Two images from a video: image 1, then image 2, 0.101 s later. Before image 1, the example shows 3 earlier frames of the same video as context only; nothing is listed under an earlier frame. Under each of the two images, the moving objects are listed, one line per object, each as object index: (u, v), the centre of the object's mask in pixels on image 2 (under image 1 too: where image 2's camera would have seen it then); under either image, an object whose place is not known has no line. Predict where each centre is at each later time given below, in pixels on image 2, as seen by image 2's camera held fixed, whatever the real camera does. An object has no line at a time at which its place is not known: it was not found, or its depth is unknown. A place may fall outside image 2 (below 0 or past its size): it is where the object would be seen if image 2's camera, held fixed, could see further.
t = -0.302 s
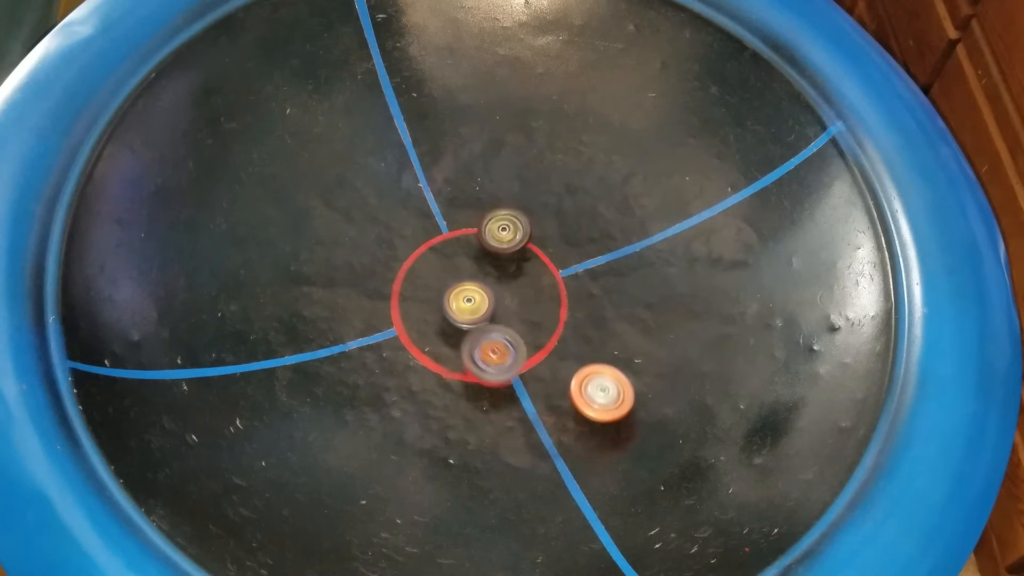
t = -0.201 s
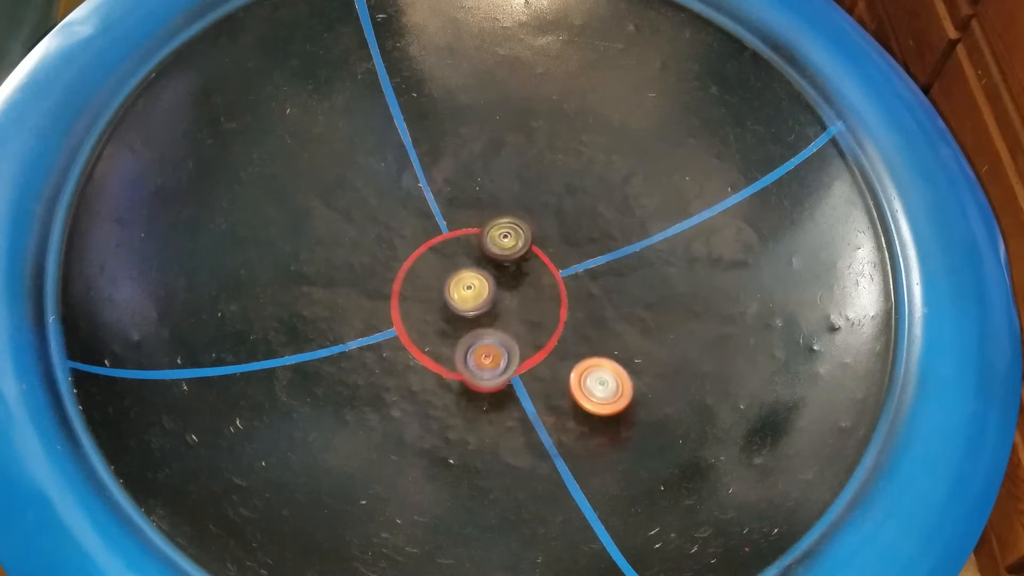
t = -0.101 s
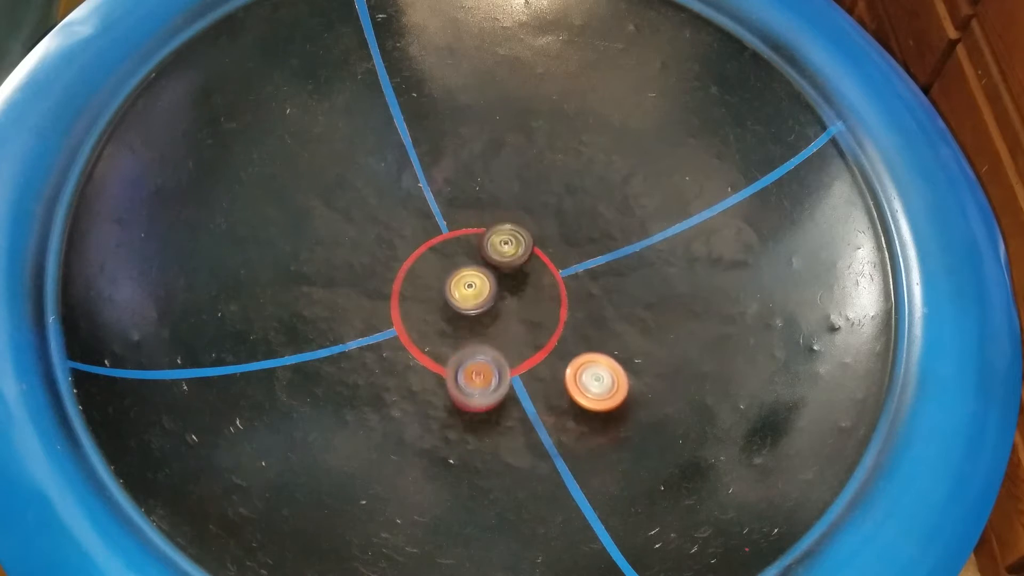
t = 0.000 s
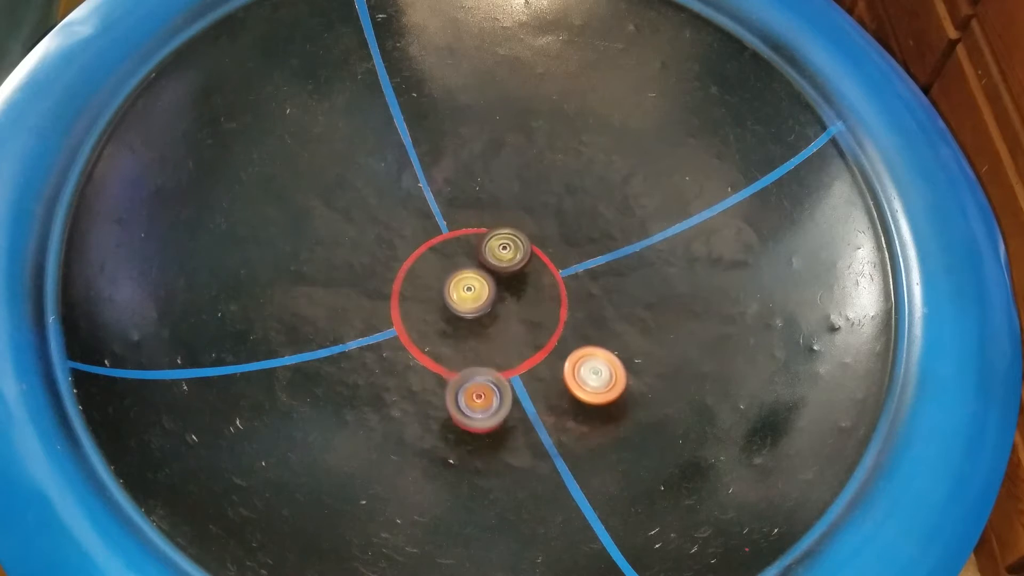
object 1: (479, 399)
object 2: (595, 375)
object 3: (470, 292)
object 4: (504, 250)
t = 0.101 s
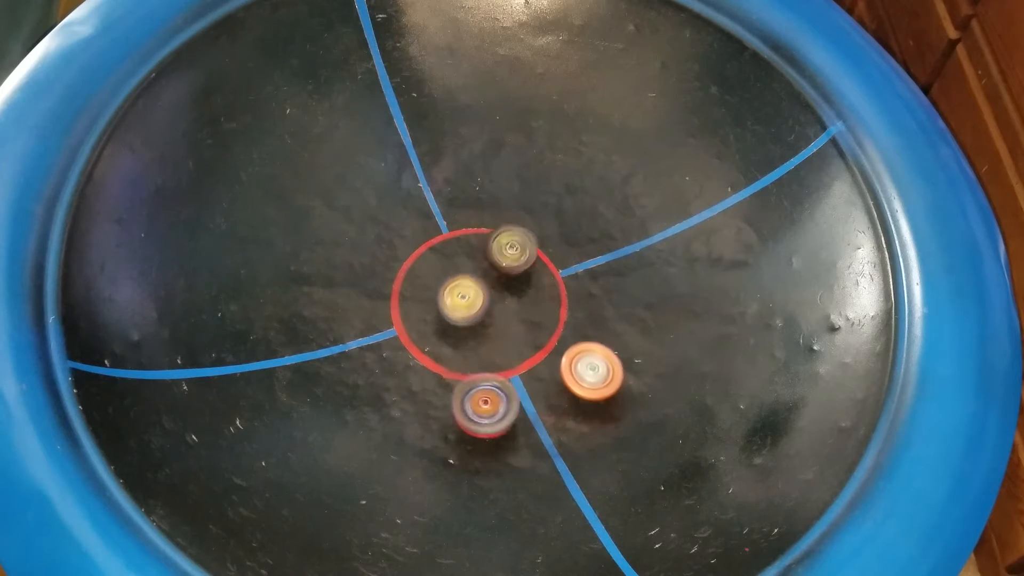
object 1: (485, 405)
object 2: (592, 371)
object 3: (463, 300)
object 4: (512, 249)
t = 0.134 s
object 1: (488, 407)
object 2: (591, 368)
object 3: (461, 303)
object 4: (515, 245)
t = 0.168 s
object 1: (492, 408)
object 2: (590, 366)
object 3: (460, 304)
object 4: (520, 242)
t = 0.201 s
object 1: (496, 407)
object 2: (590, 364)
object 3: (459, 305)
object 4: (523, 238)
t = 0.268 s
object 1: (498, 404)
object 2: (589, 359)
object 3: (458, 308)
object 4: (532, 234)
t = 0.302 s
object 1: (497, 402)
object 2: (588, 357)
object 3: (458, 310)
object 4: (536, 232)
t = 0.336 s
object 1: (495, 399)
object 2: (588, 354)
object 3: (458, 311)
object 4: (539, 230)
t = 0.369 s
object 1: (493, 396)
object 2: (588, 352)
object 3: (458, 312)
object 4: (544, 229)
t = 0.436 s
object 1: (490, 387)
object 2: (590, 349)
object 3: (459, 314)
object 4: (550, 228)
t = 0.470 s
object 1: (488, 383)
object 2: (591, 348)
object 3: (459, 315)
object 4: (553, 228)
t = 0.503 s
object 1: (484, 378)
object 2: (592, 347)
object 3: (460, 316)
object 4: (555, 227)
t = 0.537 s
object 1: (479, 376)
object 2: (594, 345)
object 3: (461, 317)
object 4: (558, 228)
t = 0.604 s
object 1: (470, 378)
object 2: (596, 344)
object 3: (465, 319)
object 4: (559, 231)
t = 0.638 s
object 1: (466, 377)
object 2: (598, 344)
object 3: (466, 319)
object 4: (561, 234)
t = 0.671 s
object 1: (461, 375)
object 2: (599, 344)
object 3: (467, 319)
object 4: (560, 238)
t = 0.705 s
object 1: (458, 372)
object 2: (601, 344)
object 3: (468, 319)
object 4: (559, 241)
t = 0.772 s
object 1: (450, 373)
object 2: (602, 343)
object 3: (472, 314)
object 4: (558, 248)
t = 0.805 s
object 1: (449, 375)
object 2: (603, 343)
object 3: (475, 313)
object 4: (558, 252)
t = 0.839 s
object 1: (446, 380)
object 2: (604, 342)
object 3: (476, 312)
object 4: (555, 258)
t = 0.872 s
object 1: (441, 384)
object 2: (605, 342)
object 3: (478, 312)
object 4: (554, 263)
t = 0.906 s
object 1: (435, 388)
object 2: (606, 342)
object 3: (479, 311)
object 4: (552, 268)
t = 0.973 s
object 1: (427, 397)
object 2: (608, 342)
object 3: (481, 309)
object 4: (549, 280)
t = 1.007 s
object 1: (426, 403)
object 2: (609, 342)
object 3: (482, 307)
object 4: (545, 286)
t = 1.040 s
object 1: (427, 408)
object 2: (610, 341)
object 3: (484, 307)
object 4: (543, 292)
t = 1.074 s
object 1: (431, 413)
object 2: (611, 341)
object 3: (481, 306)
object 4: (544, 296)
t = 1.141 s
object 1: (441, 420)
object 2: (612, 341)
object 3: (475, 307)
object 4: (545, 305)
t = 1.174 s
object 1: (444, 423)
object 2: (613, 340)
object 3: (475, 306)
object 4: (546, 309)
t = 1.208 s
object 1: (450, 426)
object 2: (614, 339)
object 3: (473, 306)
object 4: (547, 314)
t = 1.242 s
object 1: (457, 425)
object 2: (616, 339)
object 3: (472, 306)
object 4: (547, 318)
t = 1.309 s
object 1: (469, 419)
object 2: (618, 339)
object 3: (469, 307)
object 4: (545, 327)
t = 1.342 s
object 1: (473, 415)
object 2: (618, 338)
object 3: (467, 307)
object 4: (544, 331)
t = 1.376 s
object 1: (478, 411)
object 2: (618, 336)
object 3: (464, 306)
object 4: (544, 336)
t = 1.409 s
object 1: (483, 405)
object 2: (618, 336)
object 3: (463, 305)
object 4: (541, 341)
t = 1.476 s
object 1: (489, 390)
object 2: (617, 337)
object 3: (462, 304)
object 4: (536, 347)
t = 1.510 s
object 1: (485, 385)
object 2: (616, 337)
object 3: (461, 305)
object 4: (541, 348)
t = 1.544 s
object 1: (476, 385)
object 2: (616, 338)
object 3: (460, 305)
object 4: (545, 346)
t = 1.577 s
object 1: (469, 386)
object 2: (615, 338)
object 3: (459, 306)
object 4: (549, 345)
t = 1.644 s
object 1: (453, 387)
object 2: (614, 338)
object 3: (457, 307)
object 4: (552, 346)
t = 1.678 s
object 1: (446, 385)
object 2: (616, 338)
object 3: (457, 308)
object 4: (554, 342)
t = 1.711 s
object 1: (439, 383)
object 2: (618, 338)
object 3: (456, 309)
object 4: (555, 341)
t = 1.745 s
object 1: (431, 381)
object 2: (618, 339)
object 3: (456, 310)
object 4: (555, 341)
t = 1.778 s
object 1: (423, 380)
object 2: (617, 338)
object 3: (455, 311)
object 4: (553, 341)
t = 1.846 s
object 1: (412, 376)
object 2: (618, 337)
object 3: (455, 313)
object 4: (551, 339)
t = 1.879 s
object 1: (410, 375)
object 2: (618, 337)
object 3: (455, 314)
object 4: (550, 338)
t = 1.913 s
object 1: (406, 374)
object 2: (618, 336)
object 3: (455, 315)
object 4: (548, 336)
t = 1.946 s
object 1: (401, 373)
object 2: (617, 336)
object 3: (456, 317)
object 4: (549, 334)
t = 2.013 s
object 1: (393, 369)
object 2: (616, 337)
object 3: (457, 319)
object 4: (546, 332)
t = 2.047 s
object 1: (389, 367)
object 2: (615, 337)
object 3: (458, 320)
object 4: (547, 329)
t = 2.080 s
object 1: (384, 367)
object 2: (613, 338)
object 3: (459, 320)
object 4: (548, 328)
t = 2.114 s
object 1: (380, 366)
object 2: (613, 338)
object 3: (460, 321)
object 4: (546, 327)
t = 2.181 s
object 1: (380, 362)
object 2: (612, 339)
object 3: (462, 322)
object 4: (545, 325)
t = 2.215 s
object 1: (381, 358)
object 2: (611, 339)
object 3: (463, 322)
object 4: (543, 324)
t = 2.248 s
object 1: (384, 354)
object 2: (611, 339)
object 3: (465, 322)
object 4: (543, 322)
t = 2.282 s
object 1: (389, 351)
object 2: (609, 338)
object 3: (466, 322)
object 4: (545, 322)
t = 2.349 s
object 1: (395, 347)
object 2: (608, 339)
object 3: (469, 322)
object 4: (545, 322)
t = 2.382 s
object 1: (398, 345)
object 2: (607, 338)
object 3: (470, 322)
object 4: (547, 321)
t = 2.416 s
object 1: (401, 344)
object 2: (609, 339)
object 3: (472, 322)
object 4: (545, 320)
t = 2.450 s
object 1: (403, 342)
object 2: (610, 340)
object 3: (473, 321)
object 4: (544, 319)
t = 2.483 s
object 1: (404, 340)
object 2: (611, 340)
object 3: (474, 321)
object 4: (544, 319)
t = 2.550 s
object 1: (413, 333)
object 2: (610, 340)
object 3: (477, 319)
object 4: (541, 316)
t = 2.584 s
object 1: (419, 329)
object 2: (610, 340)
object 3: (478, 318)
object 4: (543, 315)
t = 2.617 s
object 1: (420, 328)
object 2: (609, 339)
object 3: (482, 318)
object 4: (543, 315)
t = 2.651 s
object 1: (418, 328)
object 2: (608, 339)
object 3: (481, 317)
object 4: (554, 312)
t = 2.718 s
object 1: (405, 325)
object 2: (612, 342)
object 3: (479, 319)
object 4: (566, 306)
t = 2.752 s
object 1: (397, 325)
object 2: (614, 343)
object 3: (479, 318)
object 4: (574, 304)
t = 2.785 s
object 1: (391, 326)
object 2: (615, 344)
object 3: (478, 317)
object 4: (579, 301)
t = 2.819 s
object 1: (383, 327)
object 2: (616, 345)
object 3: (478, 317)
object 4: (587, 298)
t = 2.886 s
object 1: (373, 329)
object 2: (619, 346)
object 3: (476, 316)
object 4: (601, 295)
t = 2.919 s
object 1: (368, 329)
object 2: (621, 345)
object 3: (476, 316)
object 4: (607, 295)
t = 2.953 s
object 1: (363, 329)
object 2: (622, 346)
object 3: (475, 316)
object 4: (611, 294)
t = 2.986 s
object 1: (359, 328)
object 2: (623, 346)
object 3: (474, 316)
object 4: (618, 292)
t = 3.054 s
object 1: (350, 326)
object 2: (625, 347)
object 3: (472, 316)
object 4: (634, 292)
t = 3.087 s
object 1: (346, 324)
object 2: (625, 348)
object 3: (471, 316)
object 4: (638, 293)
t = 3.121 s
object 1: (343, 324)
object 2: (624, 349)
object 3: (470, 316)
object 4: (641, 291)
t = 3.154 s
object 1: (342, 326)
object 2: (623, 350)
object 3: (470, 316)
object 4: (646, 289)
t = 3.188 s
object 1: (343, 329)
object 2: (622, 351)
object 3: (469, 316)
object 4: (652, 289)
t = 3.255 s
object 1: (350, 331)
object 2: (618, 353)
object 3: (468, 317)
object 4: (655, 289)
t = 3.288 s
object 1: (354, 328)
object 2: (616, 354)
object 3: (468, 317)
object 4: (654, 286)
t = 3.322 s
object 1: (357, 326)
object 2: (613, 354)
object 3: (468, 318)
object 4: (656, 284)
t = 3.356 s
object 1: (361, 327)
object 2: (611, 355)
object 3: (468, 319)
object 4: (655, 283)
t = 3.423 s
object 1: (372, 328)
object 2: (607, 355)
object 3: (468, 321)
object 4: (644, 281)
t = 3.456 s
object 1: (380, 329)
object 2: (604, 355)
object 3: (467, 322)
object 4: (641, 280)
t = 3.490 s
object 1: (386, 329)
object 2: (603, 354)
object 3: (466, 322)
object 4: (638, 279)
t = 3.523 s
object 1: (393, 327)
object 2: (601, 353)
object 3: (466, 322)
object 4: (633, 278)
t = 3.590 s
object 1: (404, 326)
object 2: (598, 351)
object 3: (467, 322)
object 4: (619, 274)
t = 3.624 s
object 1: (406, 326)
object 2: (596, 351)
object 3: (471, 321)
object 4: (615, 272)
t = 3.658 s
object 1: (407, 327)
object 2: (594, 351)
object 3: (473, 320)
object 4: (610, 269)
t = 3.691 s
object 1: (409, 328)
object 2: (592, 349)
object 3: (474, 320)
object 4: (604, 266)
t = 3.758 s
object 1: (413, 327)
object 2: (589, 347)
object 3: (477, 319)
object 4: (595, 258)
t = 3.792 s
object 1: (417, 326)
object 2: (587, 345)
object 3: (478, 319)
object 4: (594, 257)
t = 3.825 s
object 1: (418, 326)
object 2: (585, 344)
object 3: (480, 318)
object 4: (589, 252)
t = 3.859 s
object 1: (417, 327)
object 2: (584, 341)
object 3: (483, 317)
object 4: (585, 247)
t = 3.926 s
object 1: (411, 329)
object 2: (582, 337)
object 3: (486, 314)
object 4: (583, 241)
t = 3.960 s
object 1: (409, 330)
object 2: (581, 334)
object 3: (487, 313)
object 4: (580, 238)
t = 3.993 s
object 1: (408, 331)
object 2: (579, 331)
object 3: (488, 312)
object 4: (576, 233)
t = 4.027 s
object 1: (407, 332)
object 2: (577, 329)
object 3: (488, 311)
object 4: (577, 229)
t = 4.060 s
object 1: (407, 333)
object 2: (575, 325)
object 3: (488, 311)
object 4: (579, 229)
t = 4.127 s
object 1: (406, 335)
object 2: (574, 319)
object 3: (488, 309)
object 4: (578, 225)
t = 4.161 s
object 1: (406, 338)
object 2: (573, 316)
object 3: (488, 308)
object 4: (579, 221)
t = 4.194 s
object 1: (403, 341)
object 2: (573, 313)
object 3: (488, 307)
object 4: (583, 221)
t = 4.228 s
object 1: (401, 345)
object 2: (572, 312)
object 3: (487, 306)
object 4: (585, 222)
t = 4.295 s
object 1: (405, 351)
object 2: (568, 304)
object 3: (487, 306)
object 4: (582, 219)
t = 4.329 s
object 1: (409, 354)
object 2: (568, 302)
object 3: (487, 305)
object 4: (584, 219)
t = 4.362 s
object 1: (414, 356)
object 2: (568, 301)
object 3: (486, 305)
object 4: (587, 220)
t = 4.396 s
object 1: (420, 356)
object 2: (568, 299)
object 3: (485, 305)
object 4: (586, 223)
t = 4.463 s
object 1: (429, 353)
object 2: (568, 297)
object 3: (484, 306)
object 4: (582, 224)
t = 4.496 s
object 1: (432, 351)
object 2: (569, 295)
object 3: (483, 307)
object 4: (582, 225)
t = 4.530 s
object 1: (436, 350)
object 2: (570, 294)
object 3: (482, 308)
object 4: (582, 227)
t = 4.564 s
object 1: (439, 350)
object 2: (572, 293)
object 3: (481, 309)
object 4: (579, 229)
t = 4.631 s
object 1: (441, 357)
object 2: (573, 290)
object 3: (481, 308)
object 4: (574, 231)
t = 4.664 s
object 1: (437, 369)
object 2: (574, 290)
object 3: (487, 295)
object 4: (573, 233)
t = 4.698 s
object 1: (435, 379)
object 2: (576, 289)
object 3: (492, 284)
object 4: (568, 234)
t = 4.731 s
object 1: (433, 385)
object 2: (577, 289)
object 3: (494, 276)
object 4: (562, 235)
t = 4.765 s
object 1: (431, 391)
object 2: (579, 288)
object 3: (496, 272)
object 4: (555, 236)
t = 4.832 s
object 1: (426, 401)
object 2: (582, 288)
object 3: (496, 270)
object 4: (551, 238)
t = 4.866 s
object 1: (426, 406)
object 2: (583, 287)
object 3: (496, 269)
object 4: (546, 238)
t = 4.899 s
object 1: (425, 412)
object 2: (585, 287)
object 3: (496, 268)
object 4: (541, 237)
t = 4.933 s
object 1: (422, 417)
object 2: (586, 287)
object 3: (494, 268)
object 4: (537, 235)
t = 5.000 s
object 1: (420, 427)
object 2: (588, 287)
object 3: (491, 269)
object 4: (536, 231)
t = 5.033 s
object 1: (420, 431)
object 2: (590, 287)
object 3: (490, 270)
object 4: (534, 228)
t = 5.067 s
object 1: (422, 434)
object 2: (591, 287)
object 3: (489, 270)
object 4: (532, 224)
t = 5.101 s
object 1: (429, 437)
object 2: (593, 287)
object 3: (487, 271)
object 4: (533, 221)
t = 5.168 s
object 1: (441, 439)
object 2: (595, 288)
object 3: (486, 272)
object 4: (536, 220)
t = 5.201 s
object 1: (447, 437)
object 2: (597, 289)
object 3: (485, 273)
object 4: (533, 218)
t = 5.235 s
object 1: (449, 434)
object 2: (598, 290)
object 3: (484, 275)
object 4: (530, 215)
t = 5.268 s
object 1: (452, 429)
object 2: (598, 291)
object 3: (483, 277)
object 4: (531, 214)
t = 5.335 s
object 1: (459, 419)
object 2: (599, 293)
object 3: (482, 281)
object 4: (532, 215)
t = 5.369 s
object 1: (460, 414)
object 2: (599, 294)
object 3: (481, 285)
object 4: (527, 215)
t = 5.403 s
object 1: (463, 410)
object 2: (599, 295)
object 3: (480, 288)
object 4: (524, 214)
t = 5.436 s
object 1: (466, 404)
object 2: (599, 297)
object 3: (479, 292)
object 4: (524, 215)
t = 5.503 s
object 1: (472, 395)
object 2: (598, 299)
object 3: (480, 301)
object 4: (523, 219)
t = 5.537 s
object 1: (475, 390)
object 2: (597, 299)
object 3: (482, 307)
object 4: (518, 219)
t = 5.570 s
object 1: (479, 385)
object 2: (597, 300)
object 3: (483, 313)
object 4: (516, 220)
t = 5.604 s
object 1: (484, 382)
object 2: (596, 301)
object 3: (483, 317)
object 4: (513, 220)
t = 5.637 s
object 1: (488, 379)
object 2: (595, 302)
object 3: (485, 320)
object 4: (512, 220)
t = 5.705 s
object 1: (495, 379)
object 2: (593, 304)
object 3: (488, 319)
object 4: (506, 220)
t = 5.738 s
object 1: (500, 385)
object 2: (592, 304)
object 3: (489, 313)
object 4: (500, 219)
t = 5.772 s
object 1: (503, 388)
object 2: (591, 305)
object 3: (492, 311)
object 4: (496, 219)
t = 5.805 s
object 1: (508, 390)
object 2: (589, 305)
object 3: (494, 311)
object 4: (495, 218)
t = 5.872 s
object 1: (519, 398)
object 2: (586, 305)
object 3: (497, 310)
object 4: (492, 218)
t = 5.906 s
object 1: (522, 403)
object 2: (585, 305)
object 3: (497, 310)
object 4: (487, 218)
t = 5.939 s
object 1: (526, 408)
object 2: (583, 305)
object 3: (498, 310)
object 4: (482, 216)
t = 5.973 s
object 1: (529, 410)
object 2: (581, 304)
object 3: (499, 310)
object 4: (479, 215)
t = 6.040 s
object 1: (536, 419)
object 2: (578, 303)
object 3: (499, 310)
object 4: (479, 215)
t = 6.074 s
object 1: (537, 425)
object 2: (576, 303)
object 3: (499, 310)
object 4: (478, 216)
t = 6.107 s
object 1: (539, 427)
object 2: (574, 302)
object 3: (499, 310)
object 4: (474, 216)
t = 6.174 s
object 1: (542, 430)
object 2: (572, 301)
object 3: (499, 310)
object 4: (469, 216)
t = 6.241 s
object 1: (549, 436)
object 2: (568, 300)
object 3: (498, 311)
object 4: (467, 216)
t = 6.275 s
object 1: (554, 437)
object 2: (566, 299)
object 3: (498, 312)
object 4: (469, 218)
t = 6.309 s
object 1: (558, 436)
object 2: (565, 299)
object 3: (497, 312)
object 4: (466, 221)
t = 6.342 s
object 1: (561, 432)
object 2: (563, 299)
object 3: (497, 313)
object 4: (461, 223)
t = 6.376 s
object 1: (564, 428)
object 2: (561, 298)
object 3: (496, 314)
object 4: (454, 224)
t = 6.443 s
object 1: (566, 421)
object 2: (556, 296)
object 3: (496, 316)
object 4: (453, 226)
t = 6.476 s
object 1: (564, 419)
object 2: (554, 295)
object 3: (496, 317)
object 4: (454, 228)
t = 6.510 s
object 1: (561, 416)
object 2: (553, 294)
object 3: (495, 319)
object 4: (452, 231)
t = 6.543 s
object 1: (560, 411)
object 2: (551, 293)
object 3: (495, 320)
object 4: (447, 235)
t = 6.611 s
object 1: (558, 401)
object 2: (548, 291)
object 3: (497, 324)
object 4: (440, 236)
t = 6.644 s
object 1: (556, 396)
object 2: (547, 291)
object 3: (498, 327)
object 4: (440, 238)
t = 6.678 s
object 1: (557, 392)
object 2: (546, 290)
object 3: (498, 328)
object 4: (440, 239)
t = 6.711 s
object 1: (558, 387)
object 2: (545, 290)
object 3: (499, 329)
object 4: (439, 241)
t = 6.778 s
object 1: (559, 380)
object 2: (544, 289)
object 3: (502, 331)
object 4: (426, 245)
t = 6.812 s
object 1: (559, 375)
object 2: (544, 288)
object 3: (502, 332)
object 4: (421, 246)
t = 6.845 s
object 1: (559, 370)
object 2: (543, 287)
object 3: (504, 332)
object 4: (419, 245)
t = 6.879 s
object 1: (561, 366)
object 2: (543, 287)
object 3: (505, 332)
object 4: (418, 247)
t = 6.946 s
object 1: (563, 358)
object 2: (544, 286)
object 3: (507, 333)
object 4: (411, 251)
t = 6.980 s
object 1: (565, 356)
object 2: (544, 286)
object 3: (508, 332)
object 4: (406, 252)
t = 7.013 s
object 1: (566, 353)
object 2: (544, 285)
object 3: (508, 332)
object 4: (402, 253)
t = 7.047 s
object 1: (570, 348)
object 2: (544, 285)
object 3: (508, 332)
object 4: (399, 254)
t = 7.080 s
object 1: (575, 346)
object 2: (545, 285)
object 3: (508, 332)
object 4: (397, 253)
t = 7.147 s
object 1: (584, 342)
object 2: (546, 285)
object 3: (508, 332)
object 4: (395, 254)
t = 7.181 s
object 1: (588, 340)
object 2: (547, 285)
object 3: (508, 332)
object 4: (394, 256)
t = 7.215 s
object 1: (591, 338)
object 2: (548, 286)
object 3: (507, 333)
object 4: (393, 258)
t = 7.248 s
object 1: (597, 337)
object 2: (549, 286)
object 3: (507, 333)
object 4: (391, 259)
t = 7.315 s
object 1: (604, 337)
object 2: (550, 287)
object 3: (506, 334)
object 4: (387, 260)
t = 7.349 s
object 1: (609, 337)
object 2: (551, 288)
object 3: (505, 335)
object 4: (386, 261)
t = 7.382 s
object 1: (612, 337)
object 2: (552, 288)
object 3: (504, 335)
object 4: (388, 261)
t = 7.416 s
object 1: (616, 336)
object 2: (553, 289)
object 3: (503, 337)
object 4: (390, 264)
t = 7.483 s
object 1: (621, 335)
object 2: (554, 291)
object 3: (502, 338)
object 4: (389, 268)
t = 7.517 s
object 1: (624, 333)
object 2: (554, 293)
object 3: (502, 338)
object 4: (388, 271)
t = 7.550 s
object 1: (627, 332)
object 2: (554, 294)
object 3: (502, 340)
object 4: (387, 273)
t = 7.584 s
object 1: (629, 330)
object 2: (554, 294)
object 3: (502, 340)
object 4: (385, 275)
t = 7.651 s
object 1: (628, 327)
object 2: (554, 295)
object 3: (502, 341)
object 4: (381, 279)
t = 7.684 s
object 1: (626, 325)
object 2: (554, 297)
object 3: (503, 343)
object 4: (381, 280)
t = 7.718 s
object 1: (625, 325)
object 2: (553, 298)
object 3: (504, 343)
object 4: (381, 280)
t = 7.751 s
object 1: (622, 325)
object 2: (553, 300)
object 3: (505, 344)
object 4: (383, 281)
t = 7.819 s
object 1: (618, 325)
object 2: (551, 301)
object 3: (507, 345)
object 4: (387, 285)
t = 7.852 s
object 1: (613, 325)
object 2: (551, 302)
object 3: (507, 345)
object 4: (386, 289)
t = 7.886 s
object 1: (609, 326)
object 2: (550, 303)
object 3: (508, 345)
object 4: (385, 291)
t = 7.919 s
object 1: (607, 327)
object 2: (548, 303)
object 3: (509, 345)
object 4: (384, 290)
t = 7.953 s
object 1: (605, 329)
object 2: (546, 303)
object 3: (510, 345)
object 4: (385, 289)
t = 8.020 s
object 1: (601, 336)
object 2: (545, 303)
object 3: (510, 346)
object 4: (389, 290)
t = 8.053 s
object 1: (600, 338)
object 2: (544, 303)
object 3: (510, 348)
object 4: (392, 292)
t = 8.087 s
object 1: (598, 341)
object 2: (543, 303)
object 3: (511, 349)
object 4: (392, 296)
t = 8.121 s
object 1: (597, 343)
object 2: (545, 301)
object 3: (507, 355)
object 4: (389, 301)
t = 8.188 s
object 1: (596, 350)
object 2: (548, 299)
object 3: (500, 360)
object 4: (385, 308)
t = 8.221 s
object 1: (595, 353)
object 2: (548, 299)
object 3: (499, 362)
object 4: (385, 313)
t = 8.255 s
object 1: (595, 356)
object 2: (548, 299)
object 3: (498, 363)
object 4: (383, 317)
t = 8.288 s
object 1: (593, 359)
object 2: (548, 300)
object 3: (498, 364)
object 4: (383, 321)
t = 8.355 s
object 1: (589, 362)
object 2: (548, 300)
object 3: (498, 367)
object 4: (380, 327)
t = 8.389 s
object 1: (585, 362)
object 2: (547, 300)
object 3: (498, 369)
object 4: (378, 329)
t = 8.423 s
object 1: (581, 363)
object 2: (547, 300)
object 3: (499, 371)
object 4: (377, 332)
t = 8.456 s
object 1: (577, 362)
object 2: (548, 300)
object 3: (499, 373)
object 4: (376, 335)
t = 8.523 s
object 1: (568, 362)
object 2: (548, 301)
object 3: (500, 375)
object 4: (374, 337)
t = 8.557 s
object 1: (564, 361)
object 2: (548, 301)
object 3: (501, 376)
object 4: (374, 337)
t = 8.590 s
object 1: (561, 362)
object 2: (548, 301)
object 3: (501, 376)
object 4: (375, 337)
